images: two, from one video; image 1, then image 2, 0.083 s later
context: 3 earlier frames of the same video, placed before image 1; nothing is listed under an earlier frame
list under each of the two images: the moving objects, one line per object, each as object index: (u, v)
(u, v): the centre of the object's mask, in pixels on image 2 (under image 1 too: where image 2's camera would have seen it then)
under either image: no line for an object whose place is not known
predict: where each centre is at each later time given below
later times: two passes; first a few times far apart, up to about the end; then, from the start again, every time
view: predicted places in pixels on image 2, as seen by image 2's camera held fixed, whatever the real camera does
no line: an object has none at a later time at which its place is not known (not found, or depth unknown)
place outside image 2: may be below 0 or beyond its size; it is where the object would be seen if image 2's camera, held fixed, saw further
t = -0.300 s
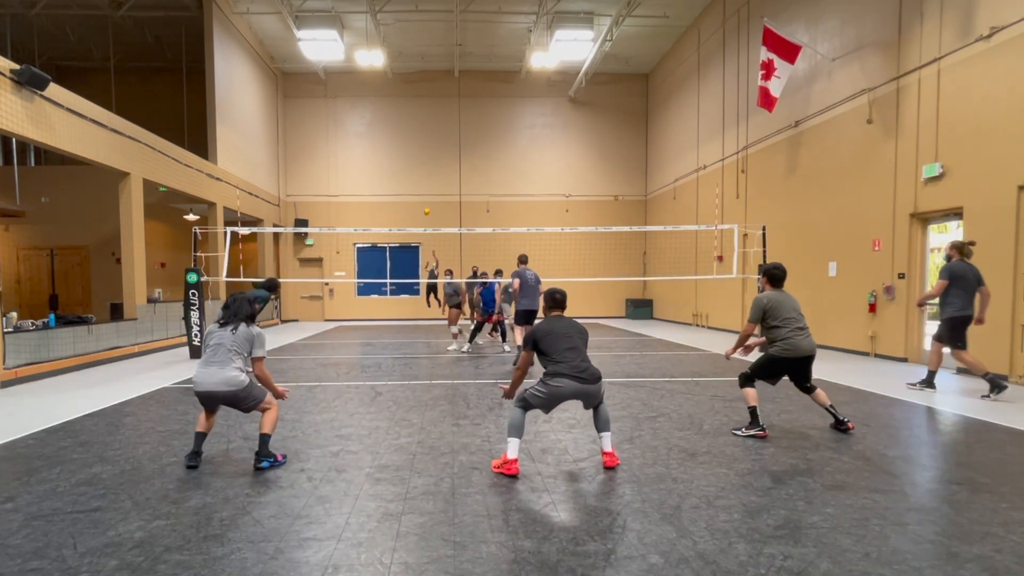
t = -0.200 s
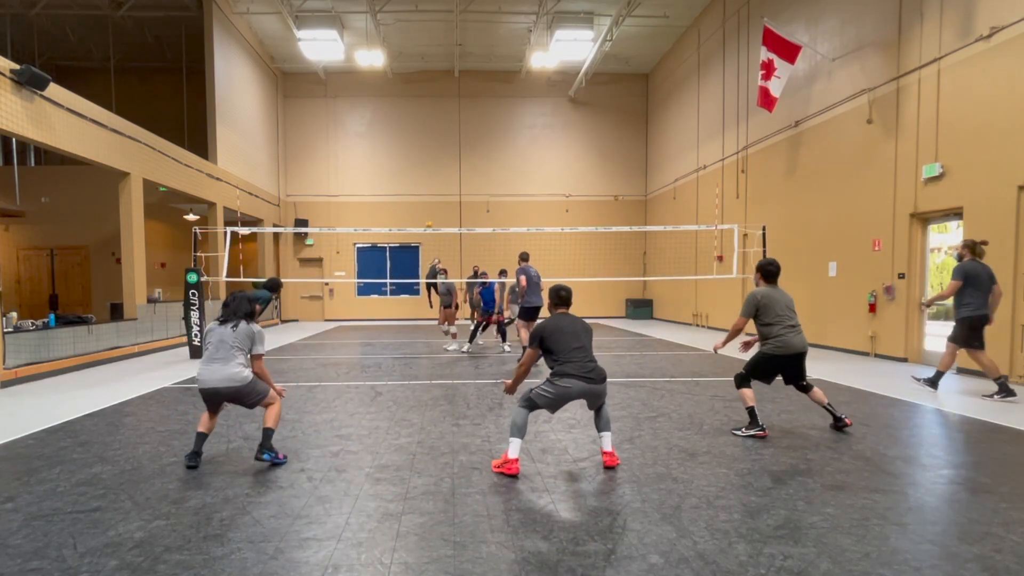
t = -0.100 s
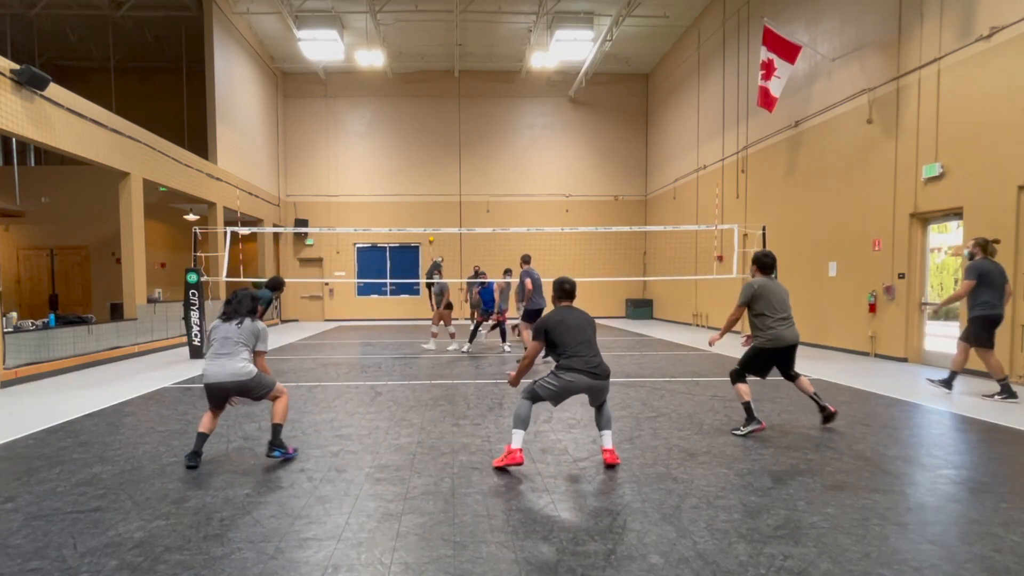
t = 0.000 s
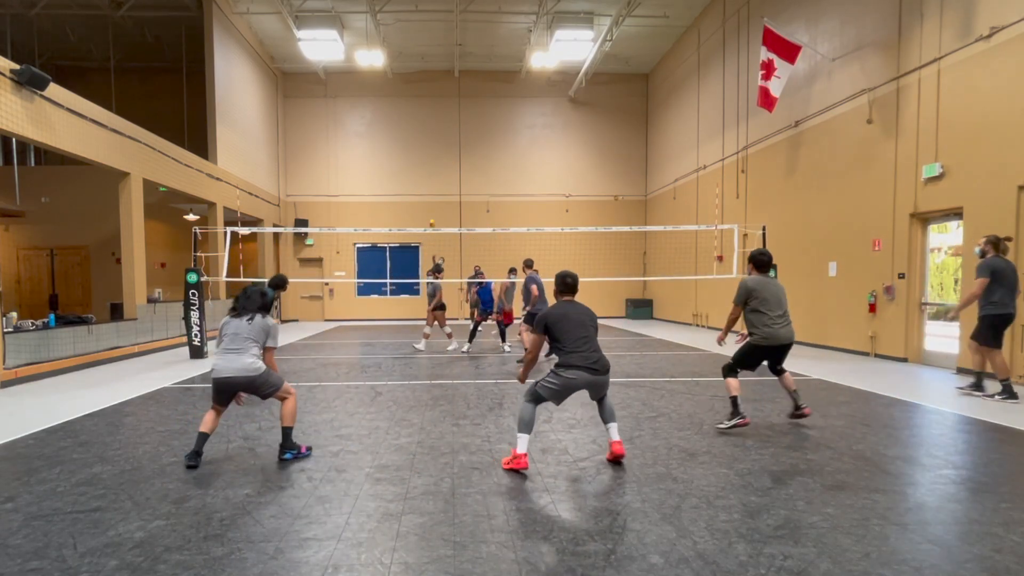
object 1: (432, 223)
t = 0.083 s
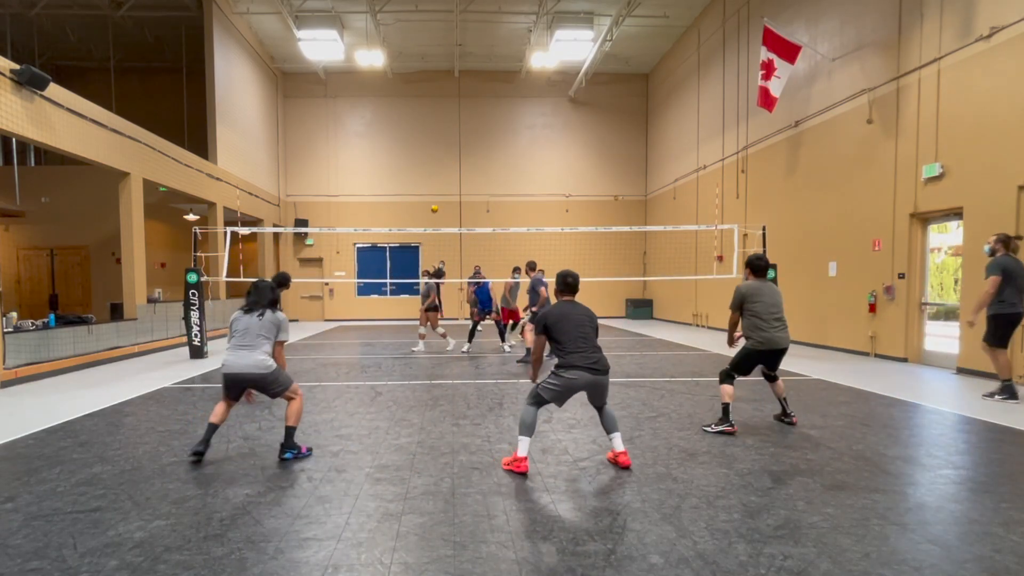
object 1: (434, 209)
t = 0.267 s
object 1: (441, 182)
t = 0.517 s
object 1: (464, 155)
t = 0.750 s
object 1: (514, 161)
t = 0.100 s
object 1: (435, 207)
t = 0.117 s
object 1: (435, 204)
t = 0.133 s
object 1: (436, 202)
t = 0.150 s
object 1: (436, 198)
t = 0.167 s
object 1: (437, 196)
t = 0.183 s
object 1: (438, 193)
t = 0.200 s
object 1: (438, 191)
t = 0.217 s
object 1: (439, 188)
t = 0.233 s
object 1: (440, 186)
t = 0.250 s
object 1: (441, 184)
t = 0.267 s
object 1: (441, 182)
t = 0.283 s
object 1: (442, 180)
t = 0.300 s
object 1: (443, 177)
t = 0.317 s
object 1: (444, 175)
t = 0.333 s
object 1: (445, 173)
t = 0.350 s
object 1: (446, 171)
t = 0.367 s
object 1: (448, 169)
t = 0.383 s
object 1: (450, 167)
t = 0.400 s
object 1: (451, 165)
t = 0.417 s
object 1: (453, 164)
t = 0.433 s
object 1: (455, 162)
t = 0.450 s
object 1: (456, 160)
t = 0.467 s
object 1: (458, 159)
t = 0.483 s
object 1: (460, 157)
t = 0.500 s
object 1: (462, 156)
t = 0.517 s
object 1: (464, 155)
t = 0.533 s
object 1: (466, 154)
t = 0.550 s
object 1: (468, 154)
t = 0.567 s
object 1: (471, 153)
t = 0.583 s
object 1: (474, 152)
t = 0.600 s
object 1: (477, 152)
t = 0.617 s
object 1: (480, 152)
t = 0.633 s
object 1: (483, 152)
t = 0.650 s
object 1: (486, 152)
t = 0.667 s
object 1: (490, 153)
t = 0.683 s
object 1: (494, 154)
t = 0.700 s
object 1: (498, 156)
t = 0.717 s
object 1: (503, 157)
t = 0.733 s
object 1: (508, 159)
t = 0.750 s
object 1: (514, 161)
